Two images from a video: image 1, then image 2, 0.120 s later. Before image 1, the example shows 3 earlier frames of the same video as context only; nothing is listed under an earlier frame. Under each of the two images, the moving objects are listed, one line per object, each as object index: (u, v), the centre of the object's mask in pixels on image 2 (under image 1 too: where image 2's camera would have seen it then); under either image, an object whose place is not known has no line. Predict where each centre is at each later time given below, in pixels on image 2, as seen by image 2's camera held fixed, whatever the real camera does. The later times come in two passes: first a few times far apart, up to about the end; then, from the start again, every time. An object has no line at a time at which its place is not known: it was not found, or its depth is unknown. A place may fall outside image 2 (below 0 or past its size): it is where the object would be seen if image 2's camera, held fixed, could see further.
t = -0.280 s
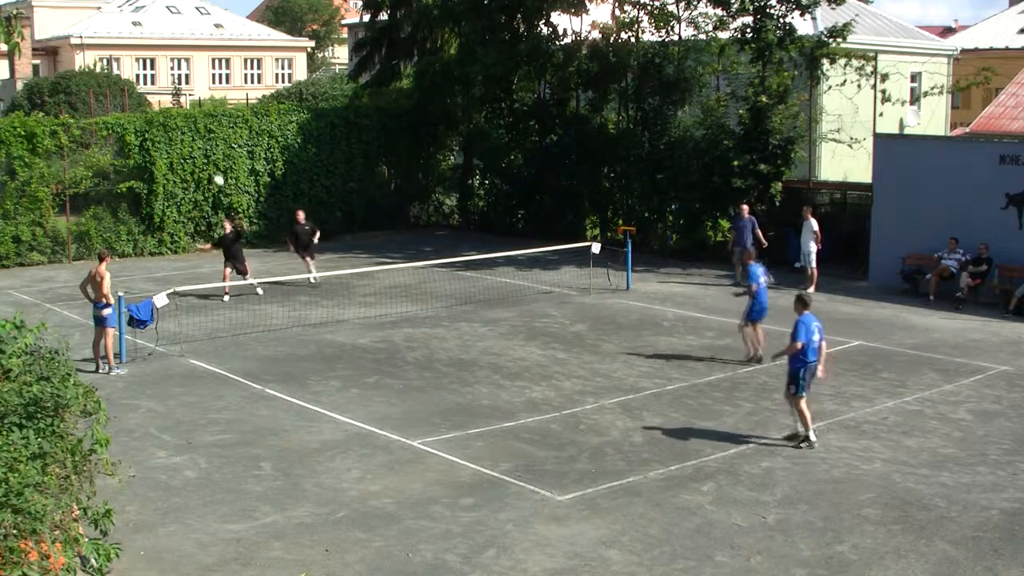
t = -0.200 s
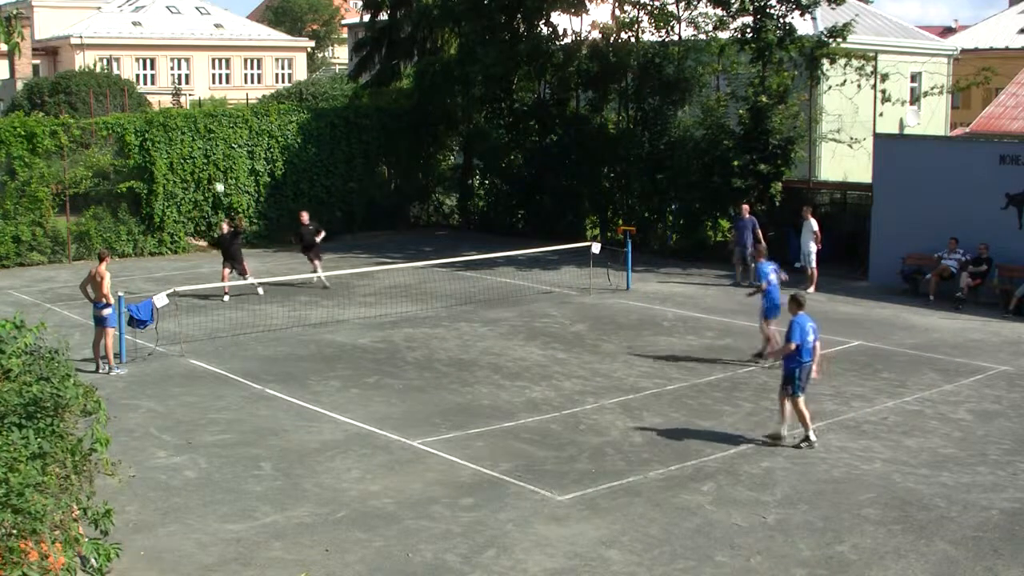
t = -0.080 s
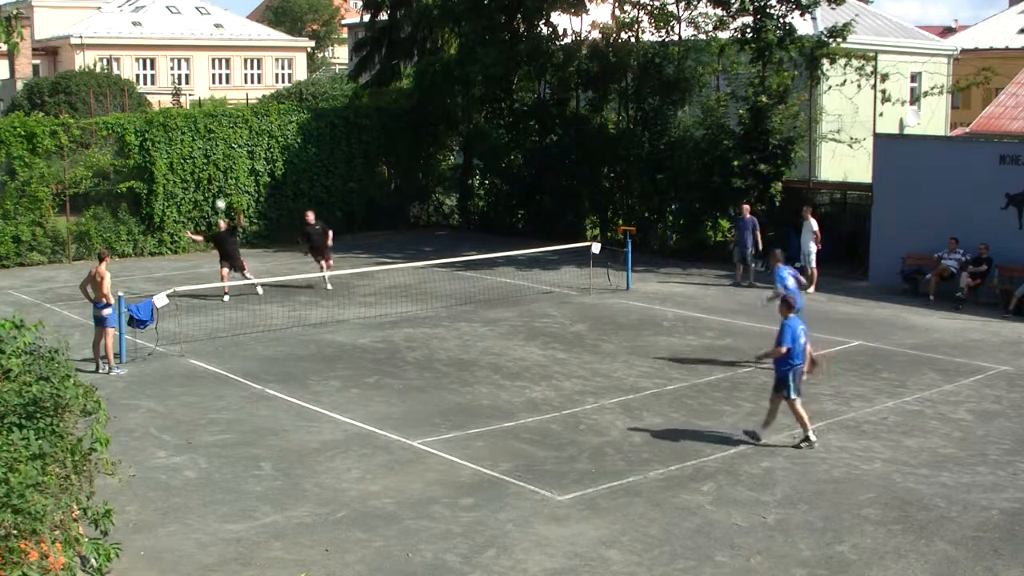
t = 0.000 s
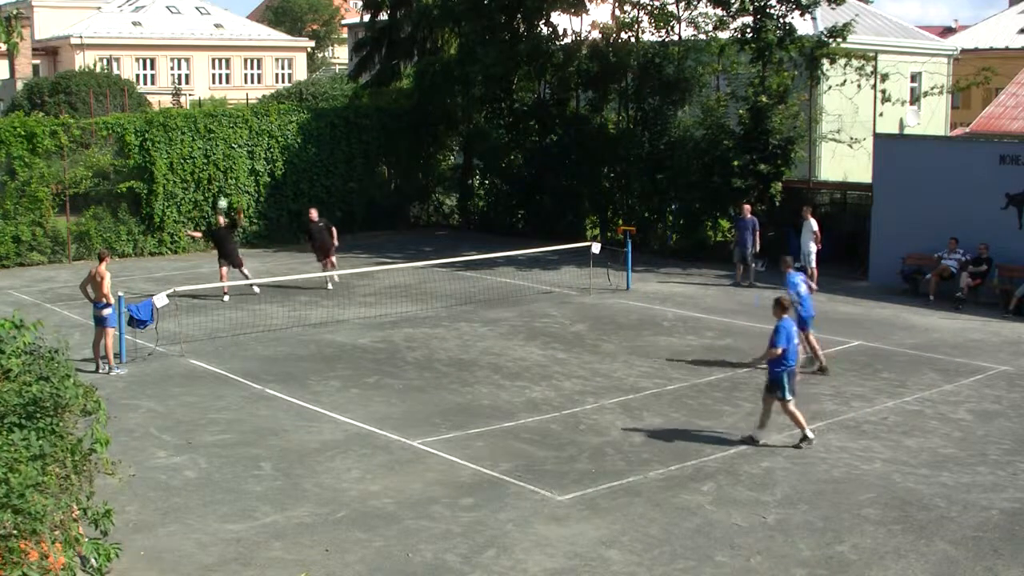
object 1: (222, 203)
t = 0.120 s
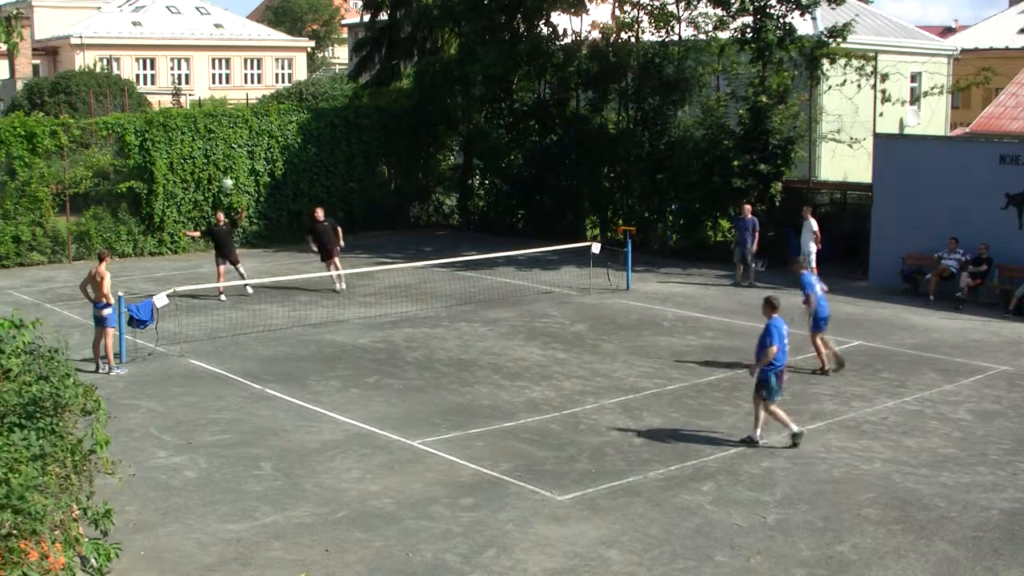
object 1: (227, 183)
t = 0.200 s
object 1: (230, 172)
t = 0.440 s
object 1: (242, 159)
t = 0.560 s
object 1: (247, 163)
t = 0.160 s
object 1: (229, 177)
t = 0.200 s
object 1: (230, 172)
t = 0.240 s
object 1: (232, 168)
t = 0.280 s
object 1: (234, 164)
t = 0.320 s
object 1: (236, 162)
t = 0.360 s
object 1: (238, 160)
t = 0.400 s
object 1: (239, 159)
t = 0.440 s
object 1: (242, 159)
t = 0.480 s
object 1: (244, 159)
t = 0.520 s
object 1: (246, 161)
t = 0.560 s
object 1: (247, 163)
